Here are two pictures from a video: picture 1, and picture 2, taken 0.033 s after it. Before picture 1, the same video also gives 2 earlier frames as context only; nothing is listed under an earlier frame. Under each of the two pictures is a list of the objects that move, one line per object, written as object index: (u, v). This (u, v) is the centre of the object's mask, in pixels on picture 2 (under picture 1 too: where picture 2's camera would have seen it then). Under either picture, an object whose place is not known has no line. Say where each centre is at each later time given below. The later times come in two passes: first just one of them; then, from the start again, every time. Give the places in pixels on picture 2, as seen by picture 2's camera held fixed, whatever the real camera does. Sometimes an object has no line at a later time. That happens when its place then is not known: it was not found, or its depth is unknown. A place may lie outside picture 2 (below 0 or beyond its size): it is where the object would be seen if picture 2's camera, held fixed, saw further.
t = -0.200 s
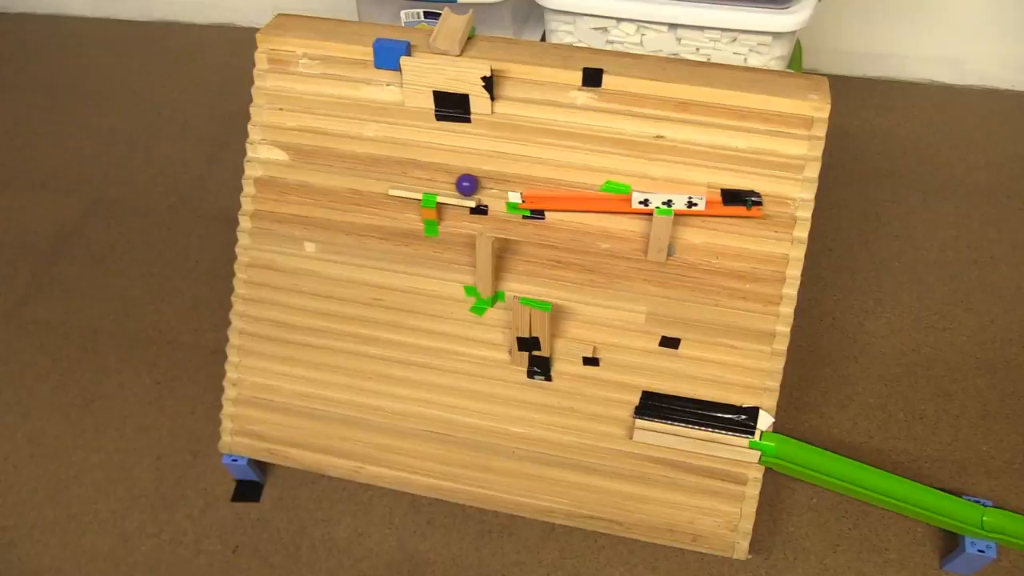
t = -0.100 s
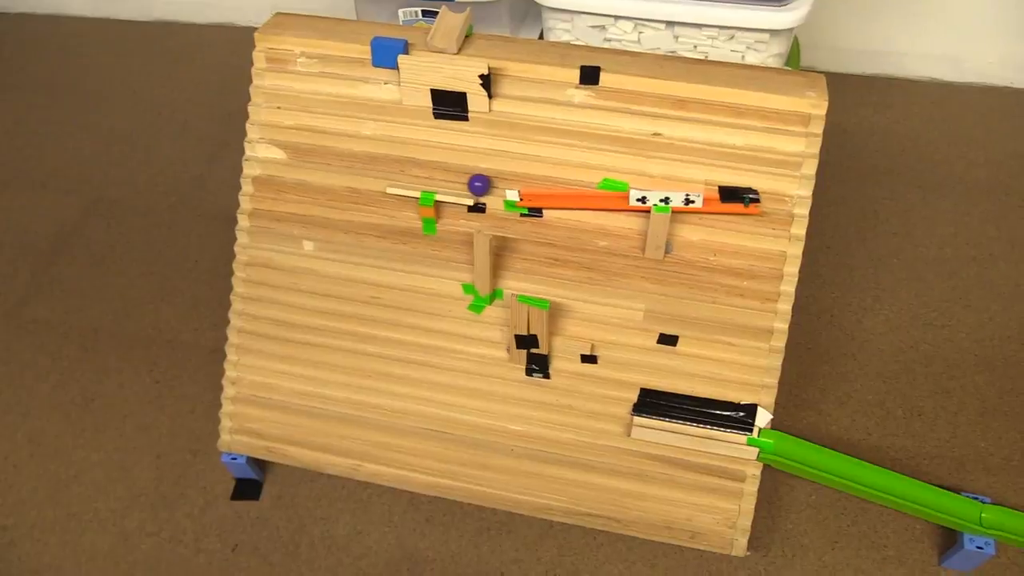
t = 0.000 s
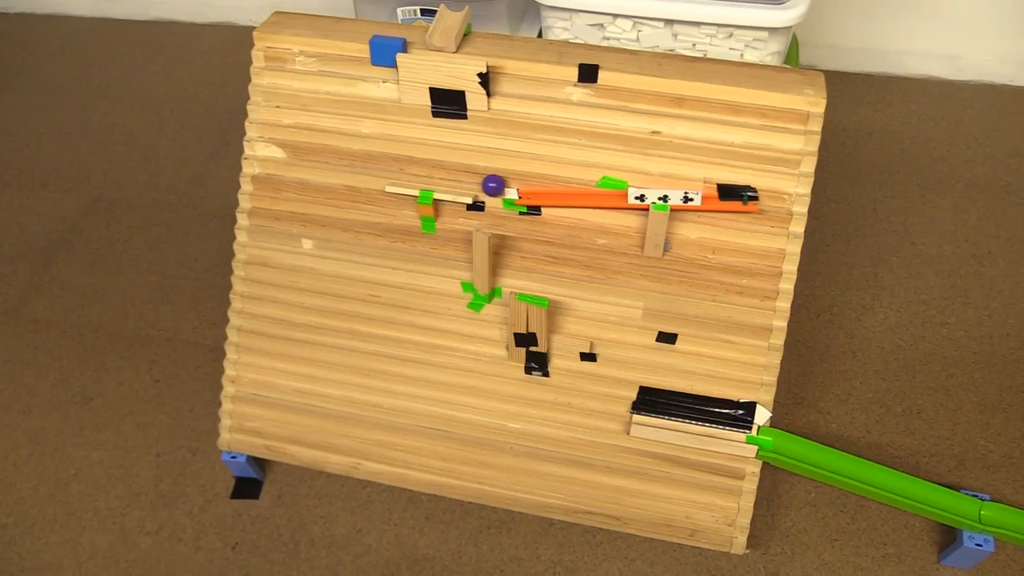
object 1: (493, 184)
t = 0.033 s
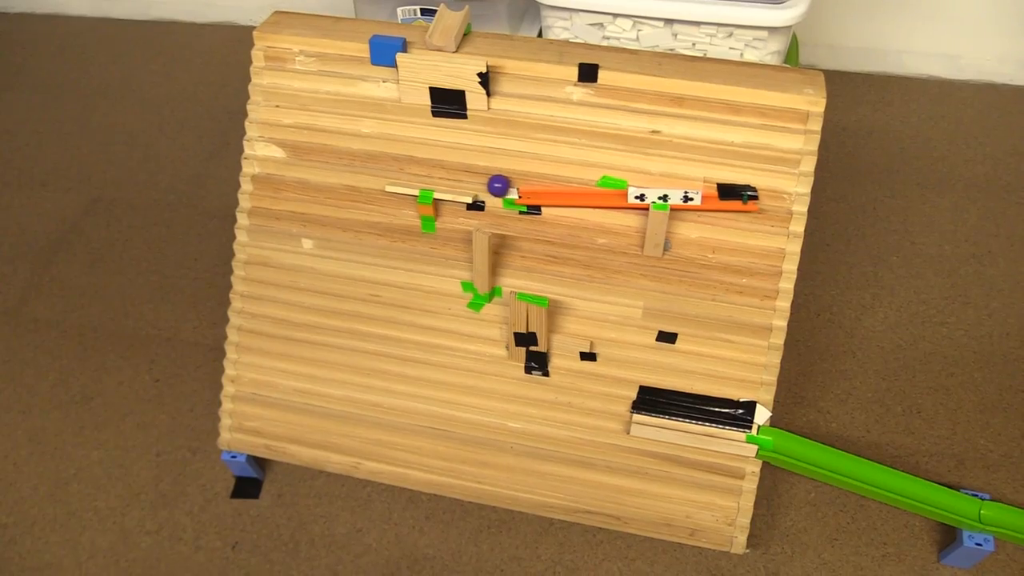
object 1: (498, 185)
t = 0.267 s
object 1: (498, 220)
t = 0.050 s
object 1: (501, 186)
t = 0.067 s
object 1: (503, 187)
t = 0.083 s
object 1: (506, 188)
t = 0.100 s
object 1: (507, 189)
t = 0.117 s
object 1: (507, 189)
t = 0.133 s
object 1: (506, 191)
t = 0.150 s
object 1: (506, 193)
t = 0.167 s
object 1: (505, 196)
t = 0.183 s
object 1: (504, 199)
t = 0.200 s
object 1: (503, 204)
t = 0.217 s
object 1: (502, 209)
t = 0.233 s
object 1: (501, 211)
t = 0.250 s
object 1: (499, 216)
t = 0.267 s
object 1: (498, 220)
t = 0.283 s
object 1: (497, 226)
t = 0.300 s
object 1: (497, 235)
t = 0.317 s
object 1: (498, 244)
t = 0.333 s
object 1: (497, 254)
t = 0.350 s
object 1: (497, 259)
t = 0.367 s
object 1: (498, 261)
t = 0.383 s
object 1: (499, 263)
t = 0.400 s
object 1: (500, 263)
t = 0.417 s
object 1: (501, 264)
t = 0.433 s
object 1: (502, 267)
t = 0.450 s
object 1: (503, 270)
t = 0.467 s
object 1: (504, 274)
